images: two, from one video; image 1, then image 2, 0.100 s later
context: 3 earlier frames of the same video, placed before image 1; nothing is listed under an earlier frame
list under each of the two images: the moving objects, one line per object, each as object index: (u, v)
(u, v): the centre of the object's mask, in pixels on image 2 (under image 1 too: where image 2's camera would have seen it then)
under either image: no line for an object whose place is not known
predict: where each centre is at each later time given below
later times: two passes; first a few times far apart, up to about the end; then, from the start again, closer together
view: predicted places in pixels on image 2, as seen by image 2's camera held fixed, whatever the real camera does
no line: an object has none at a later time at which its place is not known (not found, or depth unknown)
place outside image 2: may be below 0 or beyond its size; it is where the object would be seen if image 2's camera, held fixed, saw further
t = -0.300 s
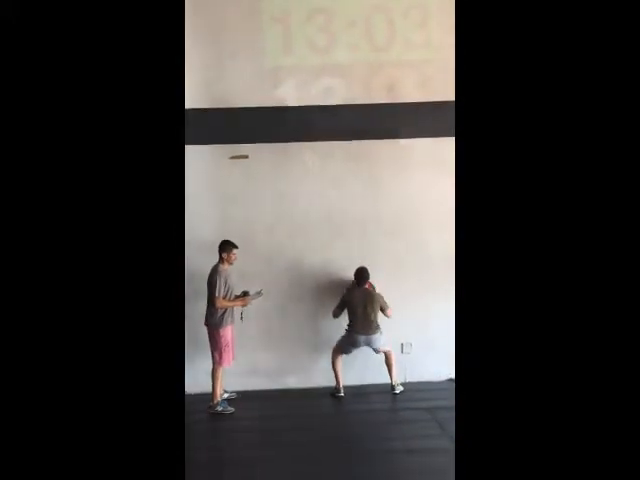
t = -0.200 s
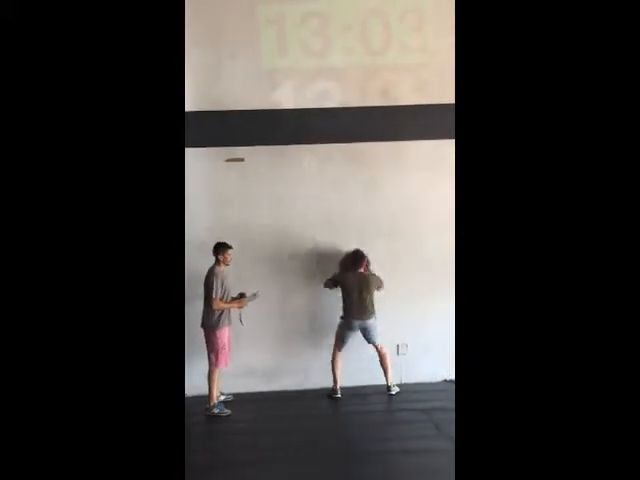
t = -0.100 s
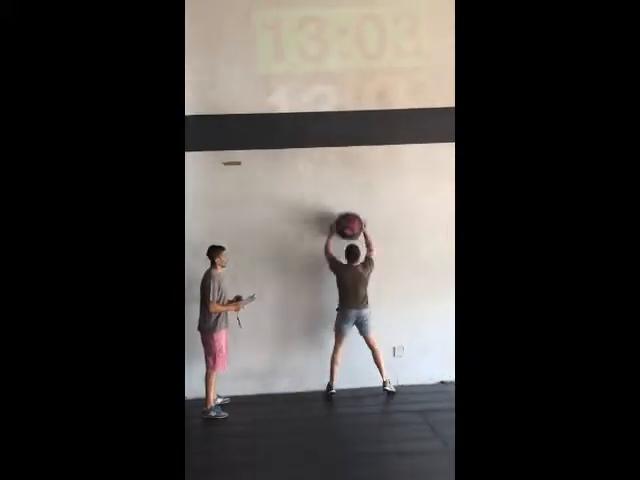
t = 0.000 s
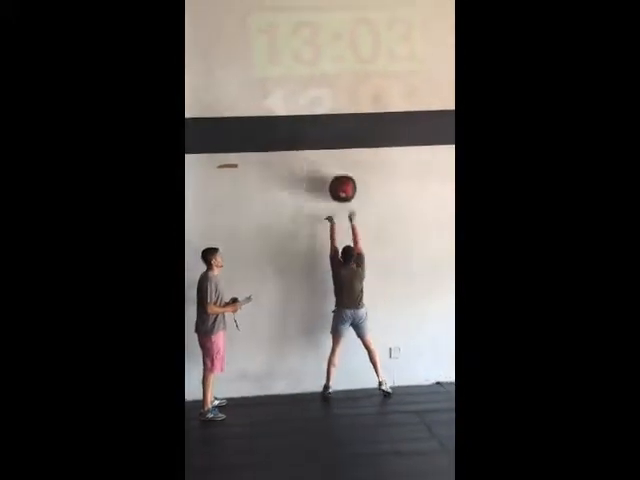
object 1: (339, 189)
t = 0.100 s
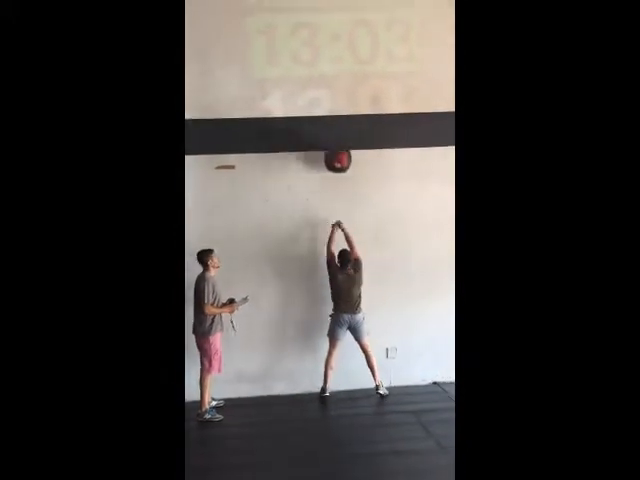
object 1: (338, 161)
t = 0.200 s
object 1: (338, 138)
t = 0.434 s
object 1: (335, 113)
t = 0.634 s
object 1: (336, 128)
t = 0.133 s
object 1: (338, 154)
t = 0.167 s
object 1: (337, 145)
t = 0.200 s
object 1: (338, 138)
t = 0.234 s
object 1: (337, 131)
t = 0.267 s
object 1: (335, 123)
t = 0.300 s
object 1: (335, 119)
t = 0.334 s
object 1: (335, 116)
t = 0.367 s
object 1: (334, 114)
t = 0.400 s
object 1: (335, 113)
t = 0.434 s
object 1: (335, 113)
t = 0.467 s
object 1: (334, 113)
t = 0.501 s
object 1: (334, 113)
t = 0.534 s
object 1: (334, 114)
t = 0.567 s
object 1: (334, 118)
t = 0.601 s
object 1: (334, 122)
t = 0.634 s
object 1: (336, 128)
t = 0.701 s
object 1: (336, 141)
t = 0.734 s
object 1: (334, 149)
